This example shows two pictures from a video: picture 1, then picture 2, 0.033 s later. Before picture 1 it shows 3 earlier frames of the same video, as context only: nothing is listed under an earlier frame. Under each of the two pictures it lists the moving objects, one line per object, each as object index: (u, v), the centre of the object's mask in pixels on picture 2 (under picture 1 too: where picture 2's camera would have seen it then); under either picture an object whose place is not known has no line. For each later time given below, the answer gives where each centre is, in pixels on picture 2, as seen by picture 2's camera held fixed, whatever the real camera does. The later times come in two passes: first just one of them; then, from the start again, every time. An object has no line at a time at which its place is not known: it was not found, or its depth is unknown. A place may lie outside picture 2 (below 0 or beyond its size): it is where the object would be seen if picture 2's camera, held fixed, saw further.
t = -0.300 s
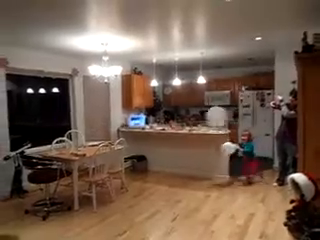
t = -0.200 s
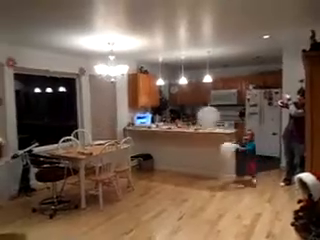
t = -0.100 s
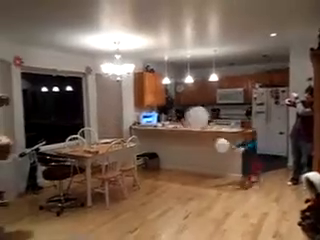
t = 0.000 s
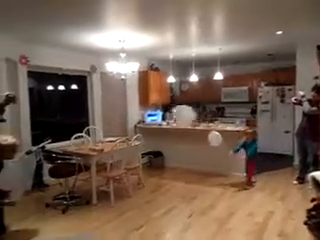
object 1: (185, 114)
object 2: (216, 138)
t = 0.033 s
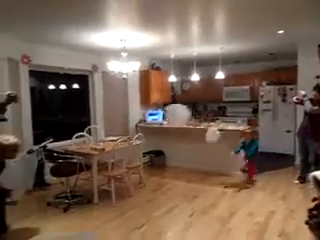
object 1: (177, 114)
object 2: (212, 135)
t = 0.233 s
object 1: (133, 112)
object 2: (216, 121)
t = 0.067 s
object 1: (170, 114)
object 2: (210, 132)
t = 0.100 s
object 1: (162, 114)
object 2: (210, 127)
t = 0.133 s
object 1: (155, 113)
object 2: (210, 124)
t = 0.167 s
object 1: (148, 112)
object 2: (211, 122)
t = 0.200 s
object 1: (139, 113)
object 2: (214, 121)
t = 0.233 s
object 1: (133, 112)
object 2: (216, 121)
